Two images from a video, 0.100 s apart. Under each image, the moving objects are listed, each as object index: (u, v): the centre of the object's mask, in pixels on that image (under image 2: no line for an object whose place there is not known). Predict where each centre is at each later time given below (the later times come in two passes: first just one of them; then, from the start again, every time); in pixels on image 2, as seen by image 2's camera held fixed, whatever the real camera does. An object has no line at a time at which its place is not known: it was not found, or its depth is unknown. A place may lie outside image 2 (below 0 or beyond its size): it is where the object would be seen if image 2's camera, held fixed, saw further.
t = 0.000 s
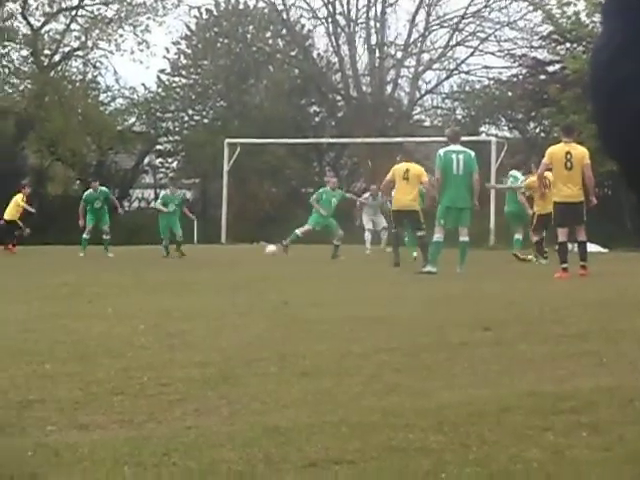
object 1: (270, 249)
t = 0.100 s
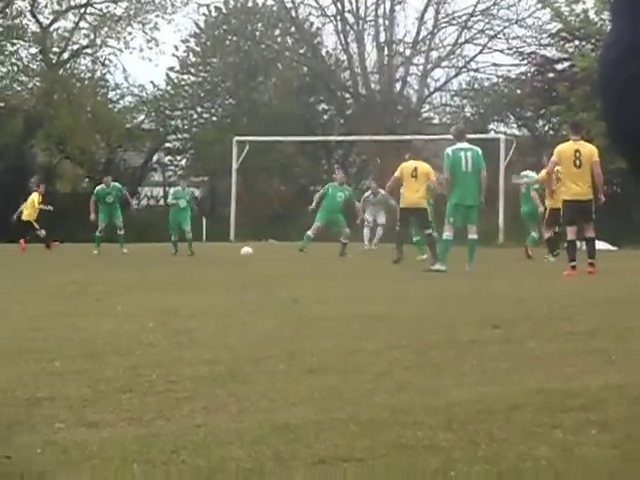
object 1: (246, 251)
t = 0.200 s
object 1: (214, 248)
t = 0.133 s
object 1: (236, 249)
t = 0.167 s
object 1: (225, 248)
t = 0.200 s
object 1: (214, 248)
